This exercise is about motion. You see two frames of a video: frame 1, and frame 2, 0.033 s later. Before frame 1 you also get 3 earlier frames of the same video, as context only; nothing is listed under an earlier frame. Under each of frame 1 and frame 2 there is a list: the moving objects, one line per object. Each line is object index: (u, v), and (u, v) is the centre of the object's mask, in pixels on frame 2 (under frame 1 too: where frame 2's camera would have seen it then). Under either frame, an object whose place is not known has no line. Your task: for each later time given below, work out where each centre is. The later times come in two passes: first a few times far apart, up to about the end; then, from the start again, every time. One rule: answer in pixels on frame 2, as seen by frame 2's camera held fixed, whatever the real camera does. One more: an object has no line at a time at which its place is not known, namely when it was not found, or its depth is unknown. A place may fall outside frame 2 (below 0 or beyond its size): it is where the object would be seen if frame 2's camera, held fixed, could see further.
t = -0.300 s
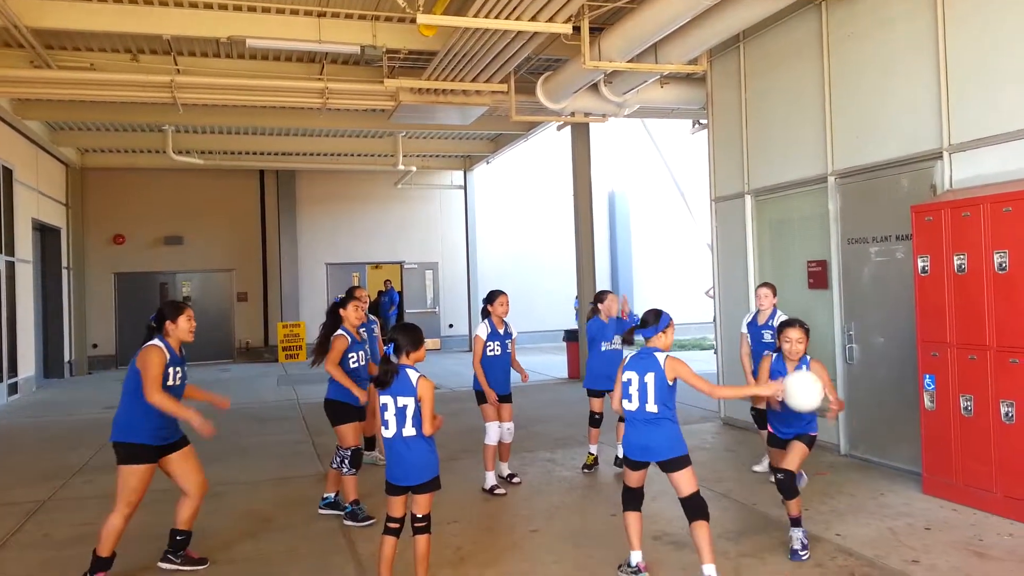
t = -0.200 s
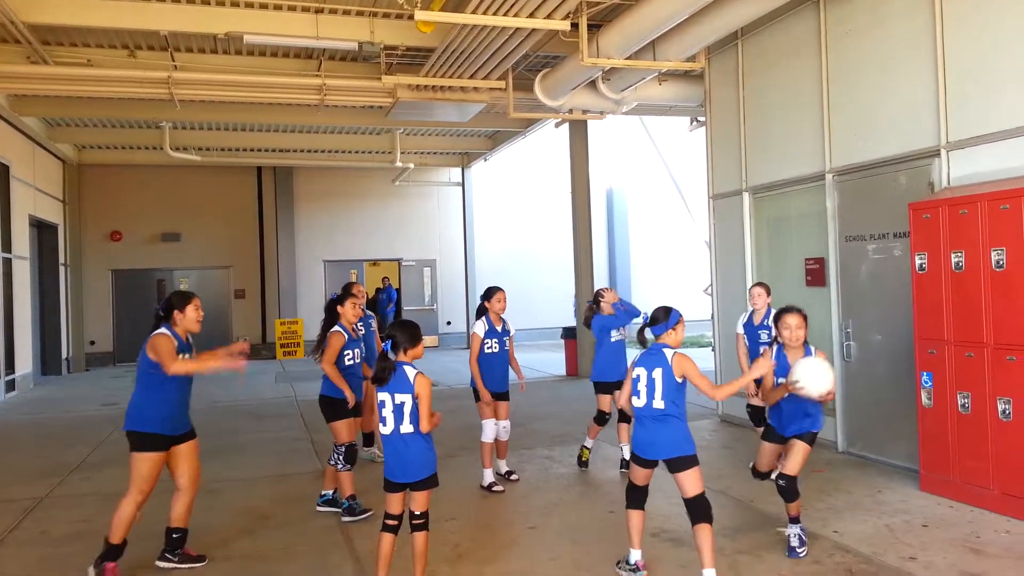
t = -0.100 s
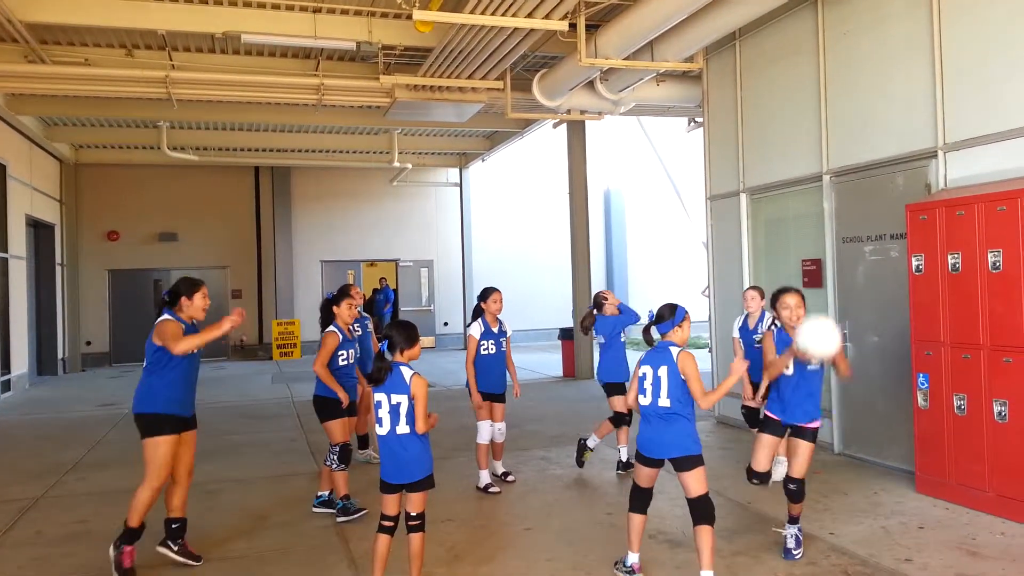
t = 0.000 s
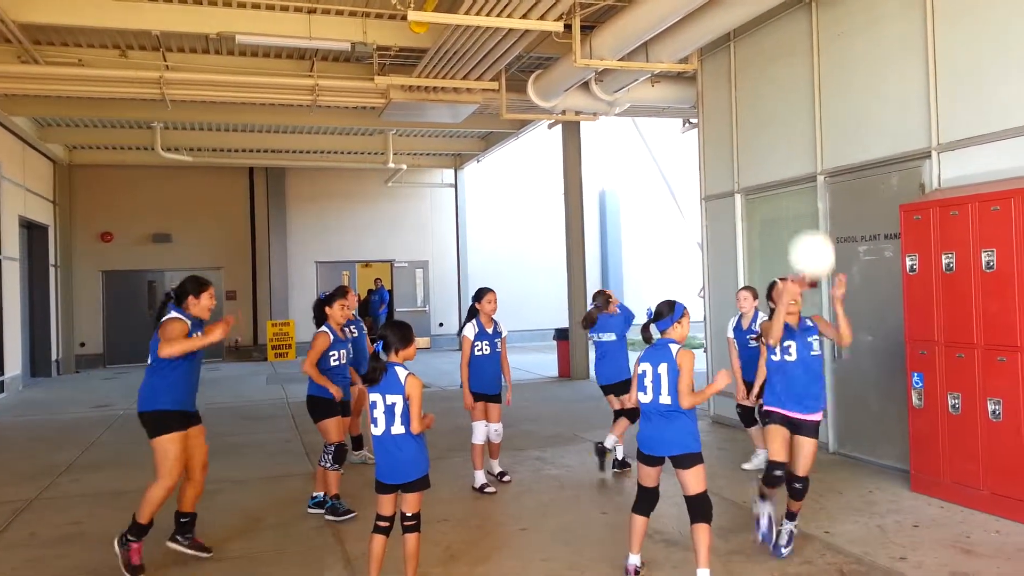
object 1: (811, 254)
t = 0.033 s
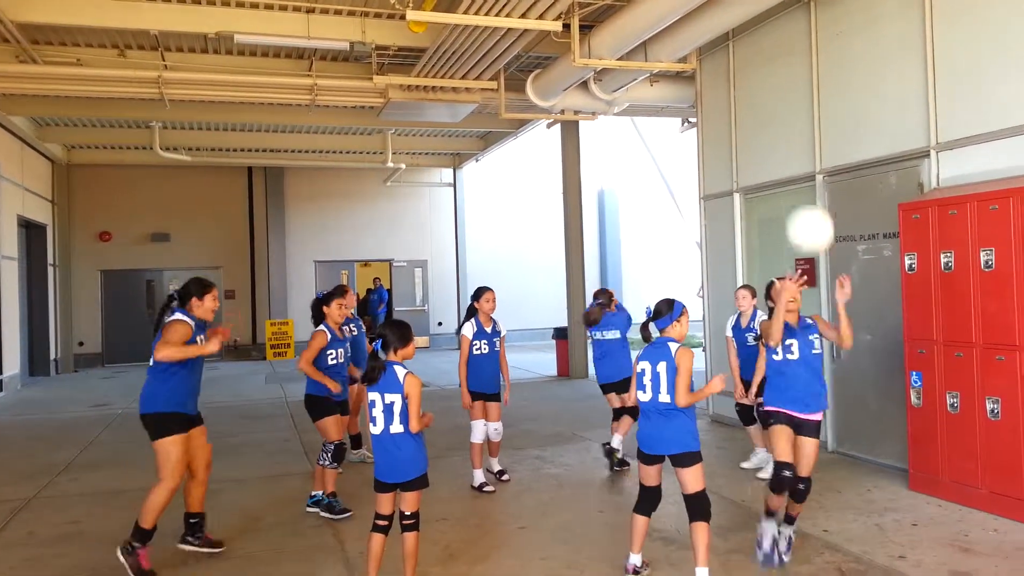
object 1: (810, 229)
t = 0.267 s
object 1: (810, 109)
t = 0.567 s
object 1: (815, 113)
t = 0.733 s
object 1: (821, 210)
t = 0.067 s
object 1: (810, 206)
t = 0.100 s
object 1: (810, 186)
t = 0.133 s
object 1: (809, 167)
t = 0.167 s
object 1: (810, 149)
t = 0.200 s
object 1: (810, 134)
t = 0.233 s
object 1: (809, 120)
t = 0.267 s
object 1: (810, 109)
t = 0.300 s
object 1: (810, 100)
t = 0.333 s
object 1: (810, 94)
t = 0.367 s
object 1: (811, 89)
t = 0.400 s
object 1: (811, 88)
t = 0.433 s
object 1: (812, 87)
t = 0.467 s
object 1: (813, 90)
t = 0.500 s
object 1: (813, 96)
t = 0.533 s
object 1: (814, 103)
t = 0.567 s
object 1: (815, 113)
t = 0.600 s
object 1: (815, 127)
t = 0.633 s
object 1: (817, 143)
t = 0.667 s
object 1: (818, 163)
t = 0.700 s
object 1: (819, 185)
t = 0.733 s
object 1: (821, 210)
